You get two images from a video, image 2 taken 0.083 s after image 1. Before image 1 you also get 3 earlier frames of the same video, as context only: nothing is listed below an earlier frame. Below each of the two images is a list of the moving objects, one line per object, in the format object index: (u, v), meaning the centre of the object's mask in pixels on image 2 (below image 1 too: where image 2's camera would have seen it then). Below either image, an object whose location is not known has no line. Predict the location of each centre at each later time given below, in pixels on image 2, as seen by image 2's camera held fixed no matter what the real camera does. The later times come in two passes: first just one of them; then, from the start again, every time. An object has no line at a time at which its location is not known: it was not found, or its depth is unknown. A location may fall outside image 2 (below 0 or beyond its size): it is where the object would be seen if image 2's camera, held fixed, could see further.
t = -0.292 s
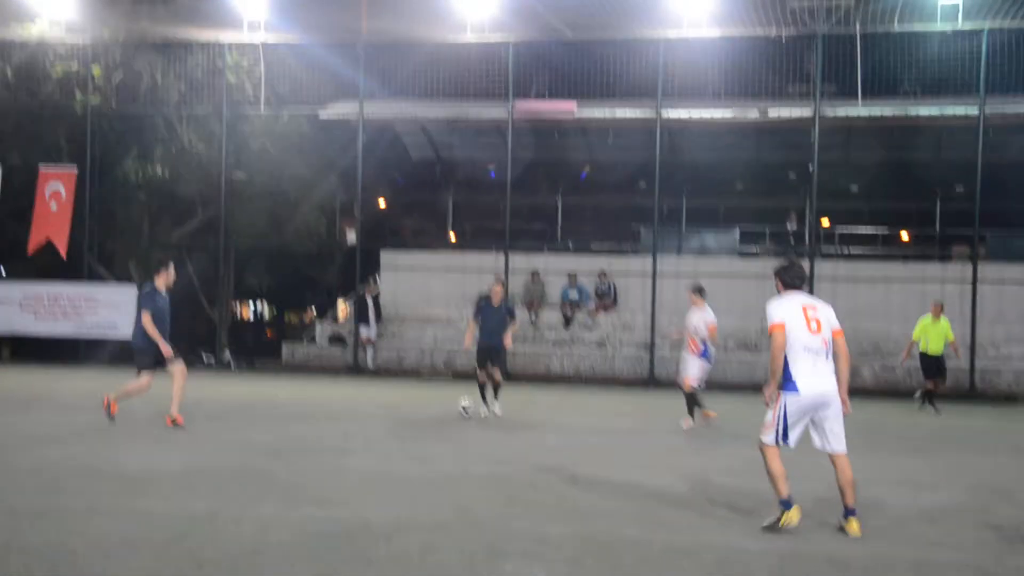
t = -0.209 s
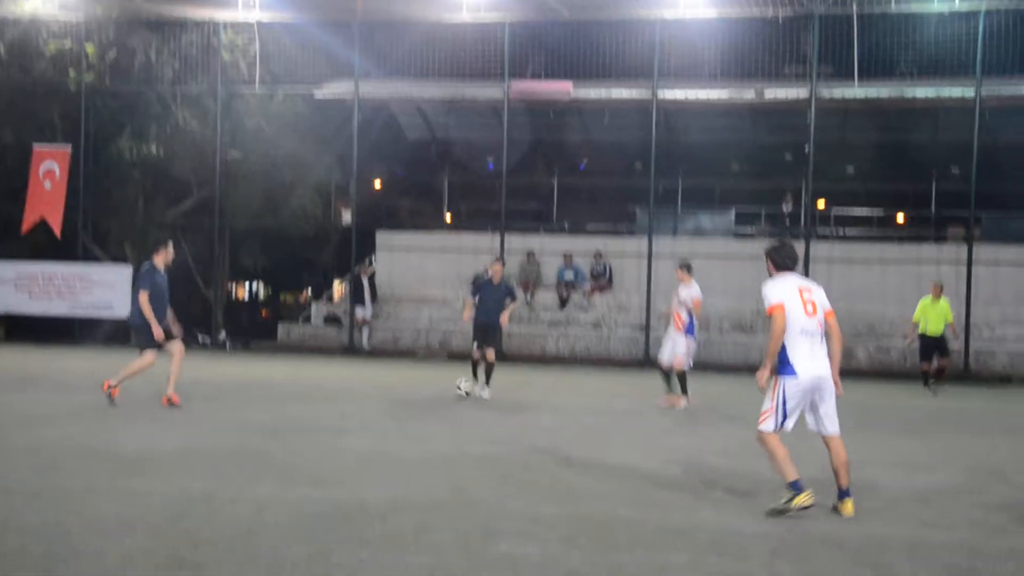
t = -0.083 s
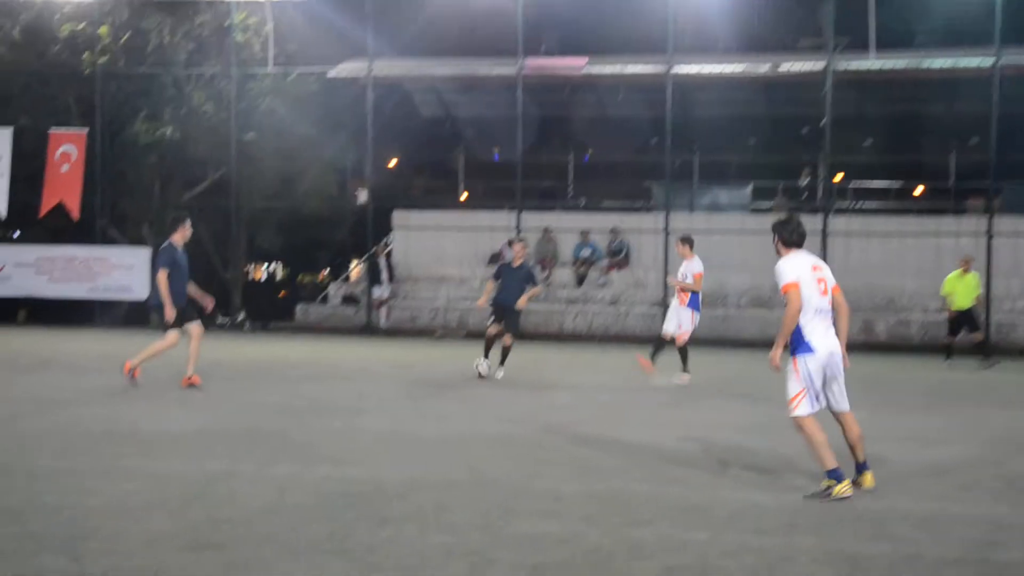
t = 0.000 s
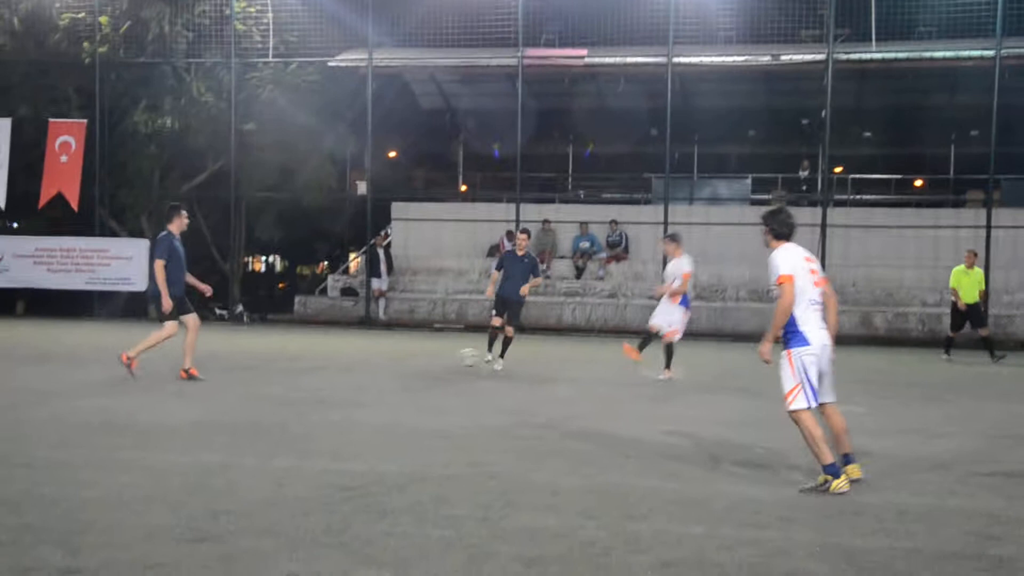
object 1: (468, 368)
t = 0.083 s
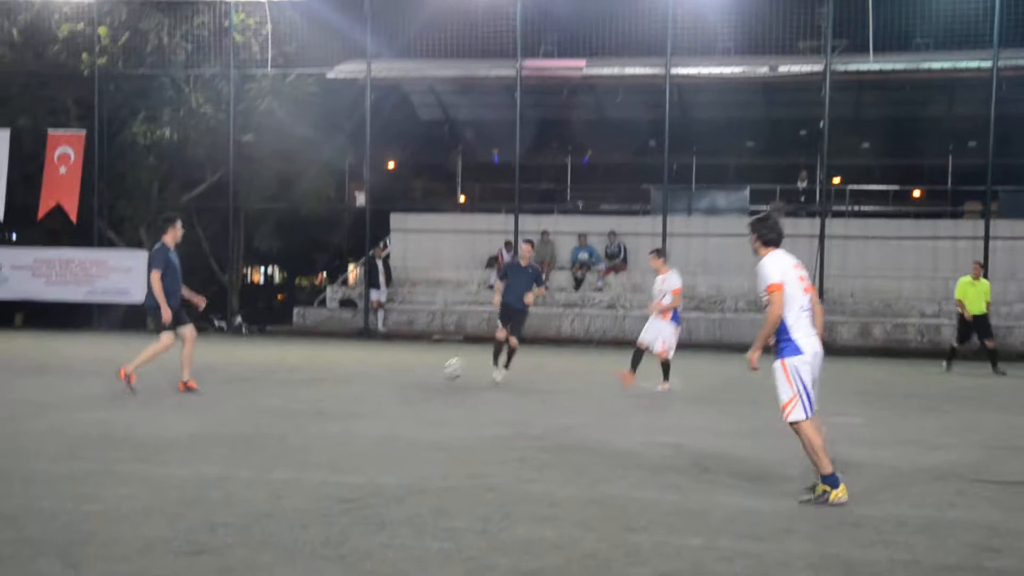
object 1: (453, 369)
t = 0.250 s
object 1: (425, 384)
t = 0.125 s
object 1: (448, 371)
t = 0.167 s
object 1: (440, 375)
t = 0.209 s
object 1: (431, 380)
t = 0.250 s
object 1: (425, 384)
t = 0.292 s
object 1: (419, 382)
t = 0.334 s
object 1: (413, 382)
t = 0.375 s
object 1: (407, 383)
